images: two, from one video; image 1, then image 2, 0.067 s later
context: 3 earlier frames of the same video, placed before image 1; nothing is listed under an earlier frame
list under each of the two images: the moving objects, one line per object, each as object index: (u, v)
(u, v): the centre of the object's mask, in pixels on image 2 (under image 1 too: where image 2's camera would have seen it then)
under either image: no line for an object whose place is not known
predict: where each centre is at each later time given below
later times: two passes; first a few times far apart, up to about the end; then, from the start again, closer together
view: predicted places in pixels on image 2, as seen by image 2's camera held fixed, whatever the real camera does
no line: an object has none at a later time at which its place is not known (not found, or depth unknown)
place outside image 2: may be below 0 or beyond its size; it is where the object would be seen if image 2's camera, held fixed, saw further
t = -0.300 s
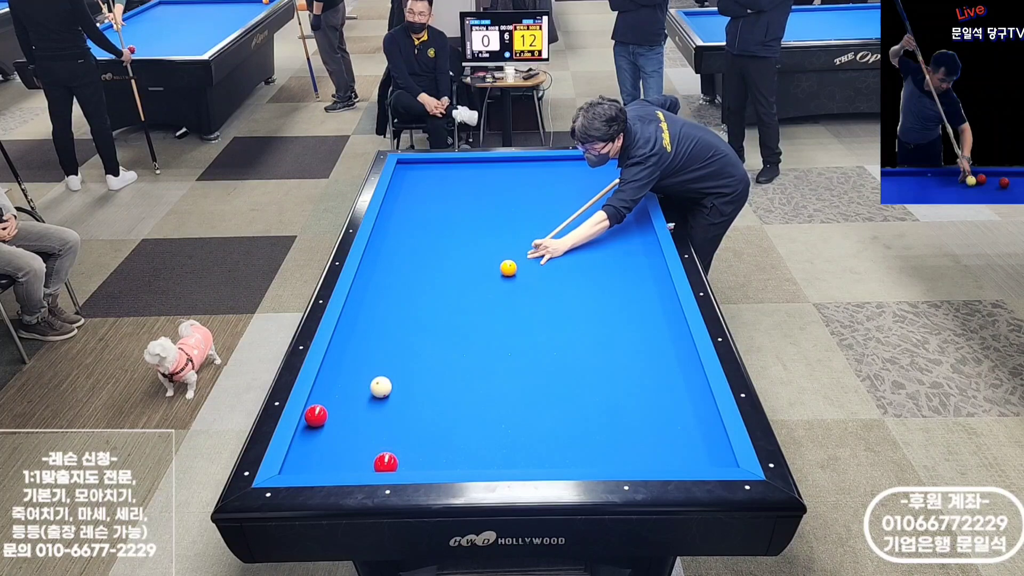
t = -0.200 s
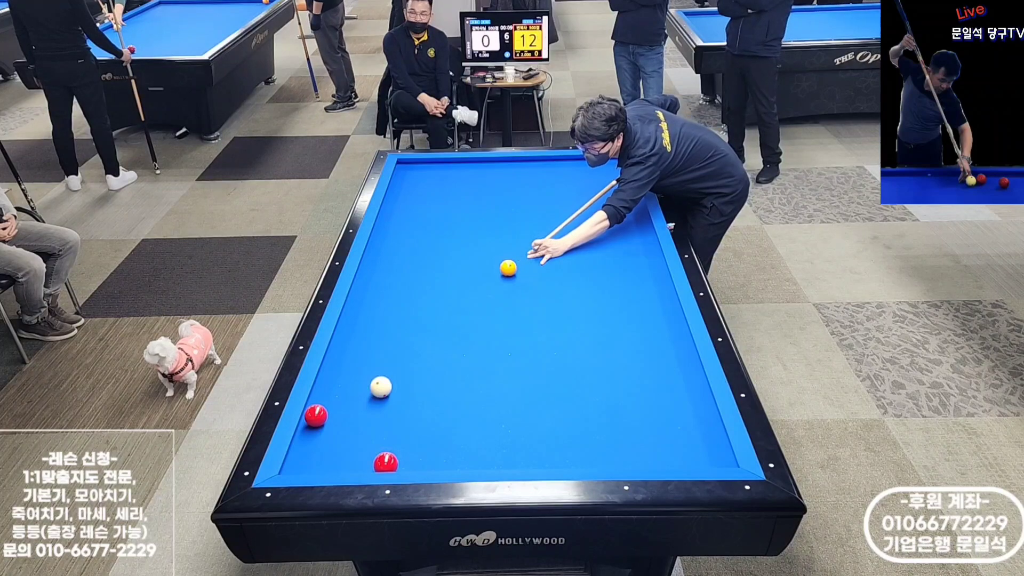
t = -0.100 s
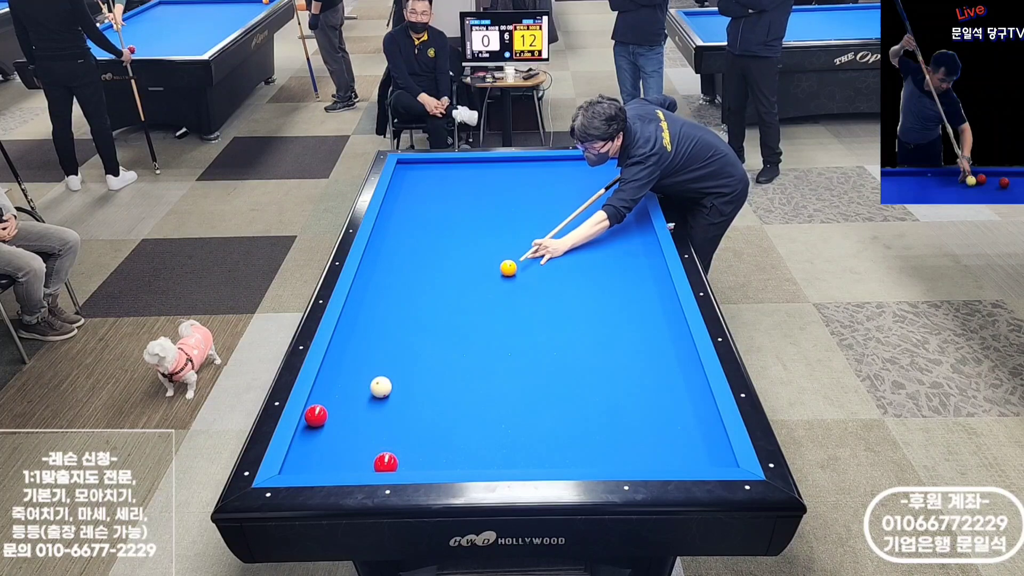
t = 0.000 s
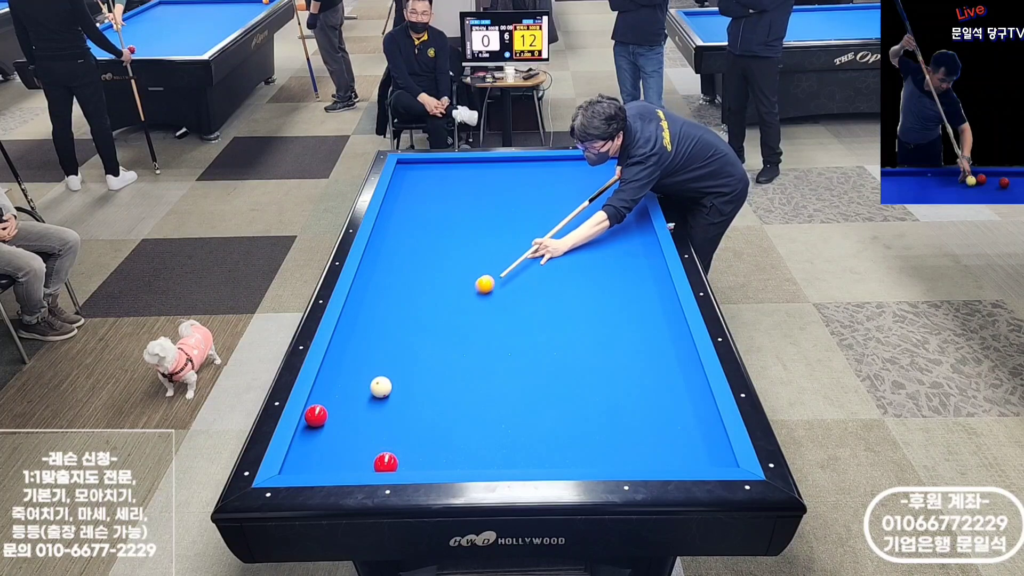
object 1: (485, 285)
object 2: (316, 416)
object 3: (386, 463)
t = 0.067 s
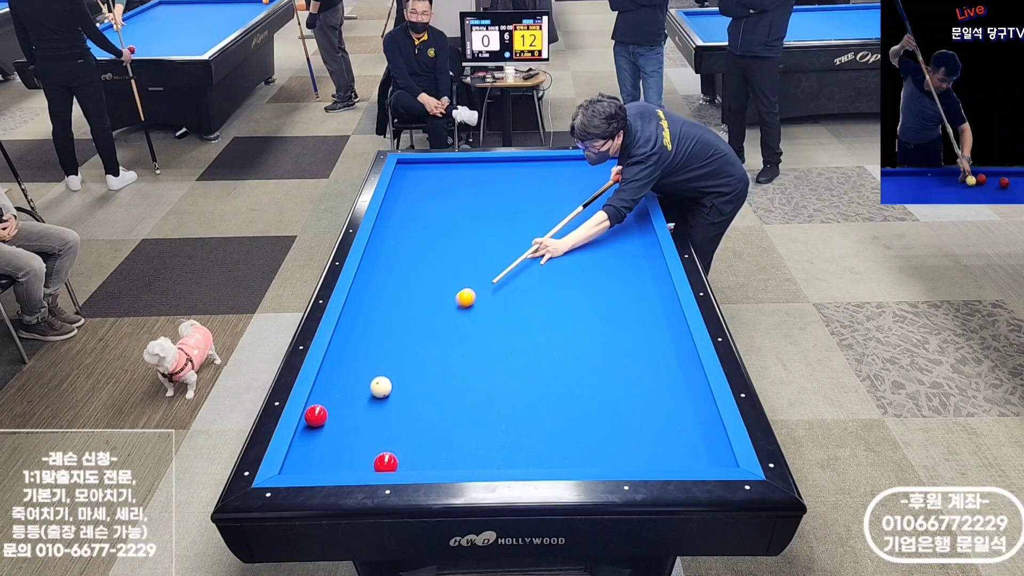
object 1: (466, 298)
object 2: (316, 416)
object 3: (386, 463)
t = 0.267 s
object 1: (408, 340)
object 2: (316, 416)
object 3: (386, 463)
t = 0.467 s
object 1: (343, 387)
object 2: (316, 416)
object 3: (386, 463)
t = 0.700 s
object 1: (342, 413)
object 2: (296, 462)
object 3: (386, 462)
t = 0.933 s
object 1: (365, 437)
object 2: (307, 436)
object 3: (386, 463)
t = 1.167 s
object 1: (378, 447)
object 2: (317, 408)
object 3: (396, 461)
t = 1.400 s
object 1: (379, 442)
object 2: (325, 384)
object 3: (414, 457)
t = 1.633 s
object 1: (380, 438)
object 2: (332, 363)
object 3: (432, 452)
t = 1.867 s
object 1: (381, 434)
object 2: (339, 343)
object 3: (448, 447)
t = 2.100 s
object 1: (382, 430)
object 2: (346, 325)
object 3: (464, 443)
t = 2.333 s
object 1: (382, 428)
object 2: (352, 309)
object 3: (478, 438)
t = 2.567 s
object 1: (383, 425)
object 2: (357, 294)
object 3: (491, 434)
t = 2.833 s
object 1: (383, 423)
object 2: (363, 279)
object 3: (505, 430)
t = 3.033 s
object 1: (383, 422)
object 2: (366, 268)
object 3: (515, 427)
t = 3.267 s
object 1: (383, 421)
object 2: (370, 257)
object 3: (526, 424)
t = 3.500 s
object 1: (383, 421)
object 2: (374, 246)
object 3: (535, 421)
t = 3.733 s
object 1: (383, 421)
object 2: (378, 237)
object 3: (544, 418)
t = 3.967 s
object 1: (383, 421)
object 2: (381, 228)
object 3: (552, 416)
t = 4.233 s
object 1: (383, 421)
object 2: (384, 218)
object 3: (560, 413)
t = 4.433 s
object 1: (383, 421)
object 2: (386, 212)
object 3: (566, 412)
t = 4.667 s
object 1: (383, 421)
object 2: (388, 204)
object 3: (572, 410)
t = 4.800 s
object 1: (383, 421)
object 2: (390, 201)
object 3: (575, 409)
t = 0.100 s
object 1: (456, 305)
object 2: (316, 416)
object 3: (386, 463)
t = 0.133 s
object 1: (447, 312)
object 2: (316, 416)
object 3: (386, 463)
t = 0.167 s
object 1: (437, 319)
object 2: (316, 416)
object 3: (386, 463)
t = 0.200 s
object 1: (428, 325)
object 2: (316, 416)
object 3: (386, 463)
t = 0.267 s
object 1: (408, 340)
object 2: (316, 416)
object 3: (386, 463)
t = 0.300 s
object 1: (398, 347)
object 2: (316, 416)
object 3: (386, 463)
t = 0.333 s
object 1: (388, 354)
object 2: (316, 416)
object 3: (386, 463)
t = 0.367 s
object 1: (377, 362)
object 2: (316, 416)
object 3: (386, 463)
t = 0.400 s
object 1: (366, 370)
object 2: (316, 416)
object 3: (386, 463)
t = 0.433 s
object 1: (354, 379)
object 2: (316, 416)
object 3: (386, 463)
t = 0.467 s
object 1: (343, 387)
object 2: (316, 416)
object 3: (386, 463)
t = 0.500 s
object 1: (331, 396)
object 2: (316, 416)
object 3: (386, 463)
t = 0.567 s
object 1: (320, 404)
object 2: (311, 427)
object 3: (386, 463)
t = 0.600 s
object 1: (327, 405)
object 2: (306, 437)
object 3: (386, 463)
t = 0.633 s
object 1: (332, 407)
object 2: (302, 446)
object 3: (386, 463)
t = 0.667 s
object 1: (338, 410)
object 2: (298, 455)
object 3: (386, 463)
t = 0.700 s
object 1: (342, 413)
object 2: (296, 462)
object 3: (386, 462)
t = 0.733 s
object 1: (346, 415)
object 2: (295, 465)
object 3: (386, 463)
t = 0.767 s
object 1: (350, 418)
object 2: (297, 461)
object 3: (386, 463)
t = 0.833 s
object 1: (356, 426)
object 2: (301, 449)
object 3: (386, 463)
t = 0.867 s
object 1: (359, 429)
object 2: (303, 444)
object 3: (386, 463)
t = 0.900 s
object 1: (362, 433)
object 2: (305, 440)
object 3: (386, 463)
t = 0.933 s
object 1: (365, 437)
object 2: (307, 436)
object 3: (386, 463)
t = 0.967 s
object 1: (368, 440)
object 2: (308, 432)
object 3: (386, 463)
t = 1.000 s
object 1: (371, 444)
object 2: (310, 428)
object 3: (386, 463)
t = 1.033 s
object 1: (374, 447)
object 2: (311, 424)
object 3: (386, 463)
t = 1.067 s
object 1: (376, 450)
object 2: (312, 420)
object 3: (387, 464)
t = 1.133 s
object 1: (377, 449)
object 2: (315, 412)
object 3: (393, 462)
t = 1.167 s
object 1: (378, 447)
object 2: (317, 408)
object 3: (396, 461)
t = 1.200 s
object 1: (378, 447)
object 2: (318, 405)
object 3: (398, 461)
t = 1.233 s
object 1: (378, 446)
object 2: (319, 401)
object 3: (401, 460)
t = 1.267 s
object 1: (378, 445)
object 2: (320, 398)
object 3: (403, 460)
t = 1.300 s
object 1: (379, 444)
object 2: (321, 394)
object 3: (406, 459)
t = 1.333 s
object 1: (379, 444)
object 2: (323, 391)
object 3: (409, 458)
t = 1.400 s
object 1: (379, 442)
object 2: (325, 384)
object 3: (414, 457)
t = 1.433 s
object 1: (380, 442)
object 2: (326, 381)
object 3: (417, 456)
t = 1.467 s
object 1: (380, 441)
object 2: (327, 378)
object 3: (419, 456)
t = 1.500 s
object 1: (380, 440)
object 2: (328, 375)
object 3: (422, 455)
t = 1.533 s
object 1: (380, 440)
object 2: (329, 372)
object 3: (424, 454)
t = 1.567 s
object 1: (380, 439)
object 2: (330, 368)
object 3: (427, 453)
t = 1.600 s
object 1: (380, 439)
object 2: (331, 365)
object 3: (429, 453)
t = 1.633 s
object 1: (380, 438)
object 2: (332, 363)
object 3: (432, 452)
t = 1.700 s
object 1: (380, 437)
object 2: (334, 357)
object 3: (436, 451)
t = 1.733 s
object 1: (380, 436)
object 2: (335, 354)
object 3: (439, 450)
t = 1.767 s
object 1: (381, 436)
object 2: (336, 351)
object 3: (441, 449)
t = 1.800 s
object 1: (381, 435)
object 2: (337, 348)
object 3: (444, 449)
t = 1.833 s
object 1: (381, 434)
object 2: (338, 346)
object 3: (446, 448)
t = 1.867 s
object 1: (381, 434)
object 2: (339, 343)
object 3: (448, 447)
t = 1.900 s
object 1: (381, 433)
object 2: (340, 340)
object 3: (451, 446)
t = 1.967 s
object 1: (381, 432)
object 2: (342, 335)
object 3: (455, 445)
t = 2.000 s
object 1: (381, 432)
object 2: (343, 332)
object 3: (457, 445)
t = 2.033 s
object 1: (382, 431)
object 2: (344, 330)
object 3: (459, 444)
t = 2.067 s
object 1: (381, 431)
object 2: (345, 328)
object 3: (462, 443)
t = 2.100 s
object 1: (382, 430)
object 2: (346, 325)
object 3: (464, 443)
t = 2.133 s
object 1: (382, 430)
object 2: (347, 323)
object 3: (466, 442)
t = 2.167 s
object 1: (382, 430)
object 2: (348, 320)
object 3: (468, 442)
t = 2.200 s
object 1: (382, 429)
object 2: (348, 318)
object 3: (470, 441)
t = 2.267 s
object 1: (382, 429)
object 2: (350, 313)
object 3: (474, 440)
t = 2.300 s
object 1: (382, 428)
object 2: (351, 311)
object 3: (476, 439)
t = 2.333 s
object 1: (382, 428)
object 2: (352, 309)
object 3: (478, 438)
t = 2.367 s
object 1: (382, 427)
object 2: (353, 307)
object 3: (480, 438)
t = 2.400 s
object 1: (382, 427)
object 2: (354, 305)
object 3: (482, 437)
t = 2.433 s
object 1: (382, 427)
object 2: (354, 302)
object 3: (484, 437)
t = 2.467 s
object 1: (382, 426)
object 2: (356, 300)
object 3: (486, 436)
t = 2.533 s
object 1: (383, 426)
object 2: (357, 296)
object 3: (490, 435)
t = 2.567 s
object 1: (383, 425)
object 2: (357, 294)
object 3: (491, 434)
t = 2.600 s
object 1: (383, 425)
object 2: (358, 292)
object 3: (493, 434)
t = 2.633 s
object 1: (383, 425)
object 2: (359, 290)
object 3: (495, 433)
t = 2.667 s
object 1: (383, 424)
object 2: (359, 288)
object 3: (497, 433)
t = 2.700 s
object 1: (383, 424)
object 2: (360, 286)
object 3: (499, 432)
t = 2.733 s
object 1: (383, 424)
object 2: (361, 284)
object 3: (500, 432)
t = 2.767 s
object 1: (383, 424)
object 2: (361, 283)
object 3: (502, 431)
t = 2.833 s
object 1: (383, 423)
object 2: (363, 279)
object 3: (505, 430)
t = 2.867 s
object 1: (383, 423)
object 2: (363, 277)
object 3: (507, 430)
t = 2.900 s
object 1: (383, 423)
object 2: (364, 275)
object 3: (509, 429)
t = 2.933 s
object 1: (383, 423)
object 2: (365, 274)
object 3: (511, 429)
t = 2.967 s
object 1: (383, 422)
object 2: (365, 272)
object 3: (512, 428)
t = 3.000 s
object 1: (383, 422)
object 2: (365, 270)
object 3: (514, 428)
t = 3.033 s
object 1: (383, 422)
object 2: (366, 268)
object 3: (515, 427)
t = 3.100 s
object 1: (383, 422)
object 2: (367, 265)
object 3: (518, 426)
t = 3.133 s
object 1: (383, 422)
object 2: (368, 263)
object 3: (520, 426)
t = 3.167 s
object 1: (383, 422)
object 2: (368, 262)
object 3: (521, 425)
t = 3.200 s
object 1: (383, 421)
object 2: (369, 260)
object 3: (523, 425)
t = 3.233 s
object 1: (383, 421)
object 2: (369, 259)
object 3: (524, 425)
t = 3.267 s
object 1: (383, 421)
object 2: (370, 257)
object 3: (526, 424)
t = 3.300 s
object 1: (383, 421)
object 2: (371, 255)
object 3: (527, 424)
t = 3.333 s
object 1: (383, 421)
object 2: (371, 254)
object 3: (529, 423)
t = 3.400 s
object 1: (383, 421)
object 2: (372, 251)
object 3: (531, 422)
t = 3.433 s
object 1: (383, 421)
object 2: (373, 249)
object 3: (533, 422)
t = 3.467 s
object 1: (383, 421)
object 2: (374, 248)
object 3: (534, 422)
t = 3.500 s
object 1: (383, 421)
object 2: (374, 246)
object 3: (535, 421)
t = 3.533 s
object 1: (383, 421)
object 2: (375, 245)
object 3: (537, 421)
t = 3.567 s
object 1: (383, 421)
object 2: (375, 244)
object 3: (538, 420)
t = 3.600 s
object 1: (383, 421)
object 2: (376, 242)
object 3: (539, 420)
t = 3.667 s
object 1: (383, 421)
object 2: (377, 239)
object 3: (542, 419)
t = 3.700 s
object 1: (383, 421)
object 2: (377, 238)
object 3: (543, 419)
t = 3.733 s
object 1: (383, 421)
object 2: (378, 237)
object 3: (544, 418)
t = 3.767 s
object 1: (383, 421)
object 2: (378, 235)
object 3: (546, 418)
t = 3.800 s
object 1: (383, 421)
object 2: (379, 234)
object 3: (547, 418)
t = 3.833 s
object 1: (383, 421)
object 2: (379, 233)
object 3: (548, 418)
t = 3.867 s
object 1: (383, 421)
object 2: (380, 232)
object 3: (549, 417)
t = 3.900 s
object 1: (383, 421)
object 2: (380, 230)
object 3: (550, 417)
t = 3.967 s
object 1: (383, 421)
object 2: (381, 228)
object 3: (552, 416)
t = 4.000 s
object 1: (383, 421)
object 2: (381, 227)
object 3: (554, 416)
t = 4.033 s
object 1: (383, 421)
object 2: (382, 225)
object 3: (554, 415)
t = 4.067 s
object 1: (383, 421)
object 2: (382, 224)
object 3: (555, 415)
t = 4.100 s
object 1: (383, 421)
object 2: (382, 223)
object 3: (556, 415)
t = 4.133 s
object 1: (383, 421)
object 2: (383, 222)
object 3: (558, 414)
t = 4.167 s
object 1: (383, 421)
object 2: (383, 221)
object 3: (559, 414)
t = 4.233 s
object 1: (383, 421)
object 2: (384, 218)
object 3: (560, 413)
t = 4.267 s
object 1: (383, 421)
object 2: (384, 217)
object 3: (561, 413)
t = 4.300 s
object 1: (383, 421)
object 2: (384, 216)
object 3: (562, 413)
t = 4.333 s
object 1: (383, 421)
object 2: (385, 215)
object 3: (563, 413)
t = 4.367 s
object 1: (383, 421)
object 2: (385, 214)
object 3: (564, 412)
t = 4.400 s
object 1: (383, 421)
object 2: (385, 213)
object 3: (565, 412)
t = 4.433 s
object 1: (383, 421)
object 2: (386, 212)
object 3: (566, 412)
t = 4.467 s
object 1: (383, 421)
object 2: (386, 211)
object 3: (567, 412)
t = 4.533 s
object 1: (383, 421)
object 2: (387, 209)
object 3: (569, 411)
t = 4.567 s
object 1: (383, 421)
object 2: (387, 208)
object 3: (570, 410)
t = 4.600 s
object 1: (383, 421)
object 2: (387, 207)
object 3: (570, 410)
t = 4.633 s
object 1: (383, 421)
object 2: (388, 206)
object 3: (571, 410)
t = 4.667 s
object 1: (383, 421)
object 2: (388, 204)
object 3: (572, 410)
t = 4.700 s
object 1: (383, 421)
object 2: (388, 204)
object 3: (574, 407)
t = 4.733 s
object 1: (383, 421)
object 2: (389, 203)
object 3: (573, 409)
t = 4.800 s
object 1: (383, 421)
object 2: (390, 201)
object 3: (575, 409)
